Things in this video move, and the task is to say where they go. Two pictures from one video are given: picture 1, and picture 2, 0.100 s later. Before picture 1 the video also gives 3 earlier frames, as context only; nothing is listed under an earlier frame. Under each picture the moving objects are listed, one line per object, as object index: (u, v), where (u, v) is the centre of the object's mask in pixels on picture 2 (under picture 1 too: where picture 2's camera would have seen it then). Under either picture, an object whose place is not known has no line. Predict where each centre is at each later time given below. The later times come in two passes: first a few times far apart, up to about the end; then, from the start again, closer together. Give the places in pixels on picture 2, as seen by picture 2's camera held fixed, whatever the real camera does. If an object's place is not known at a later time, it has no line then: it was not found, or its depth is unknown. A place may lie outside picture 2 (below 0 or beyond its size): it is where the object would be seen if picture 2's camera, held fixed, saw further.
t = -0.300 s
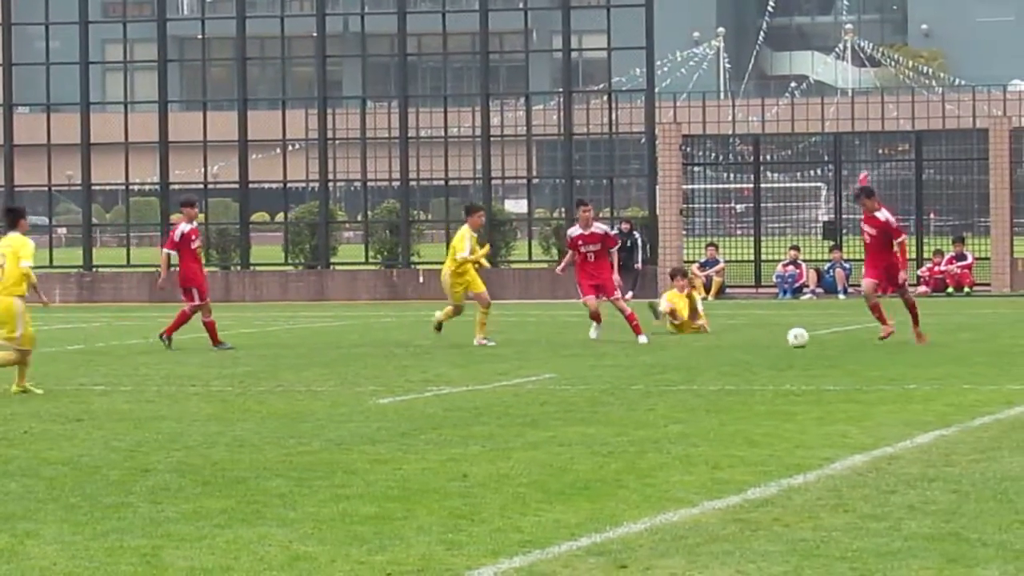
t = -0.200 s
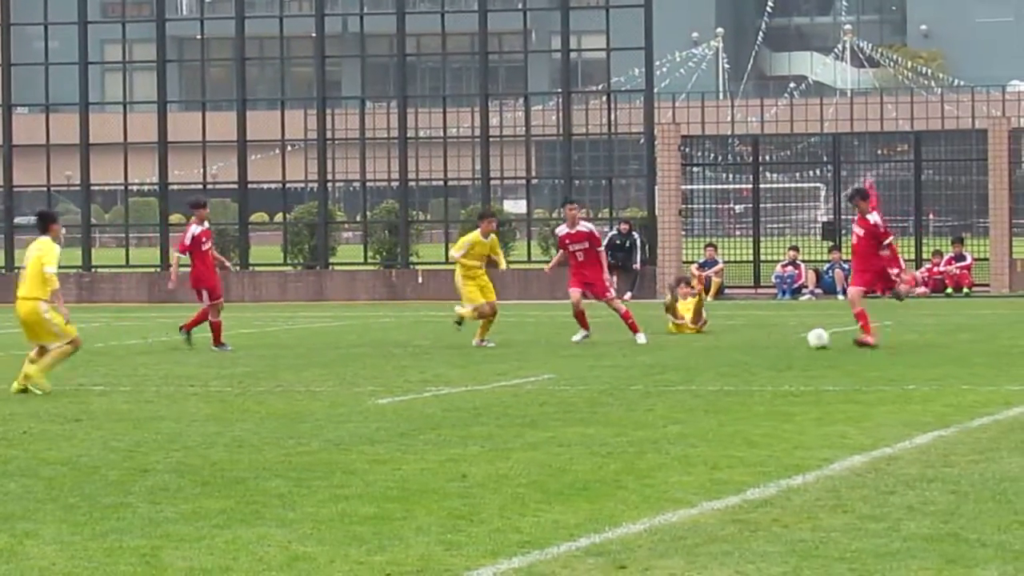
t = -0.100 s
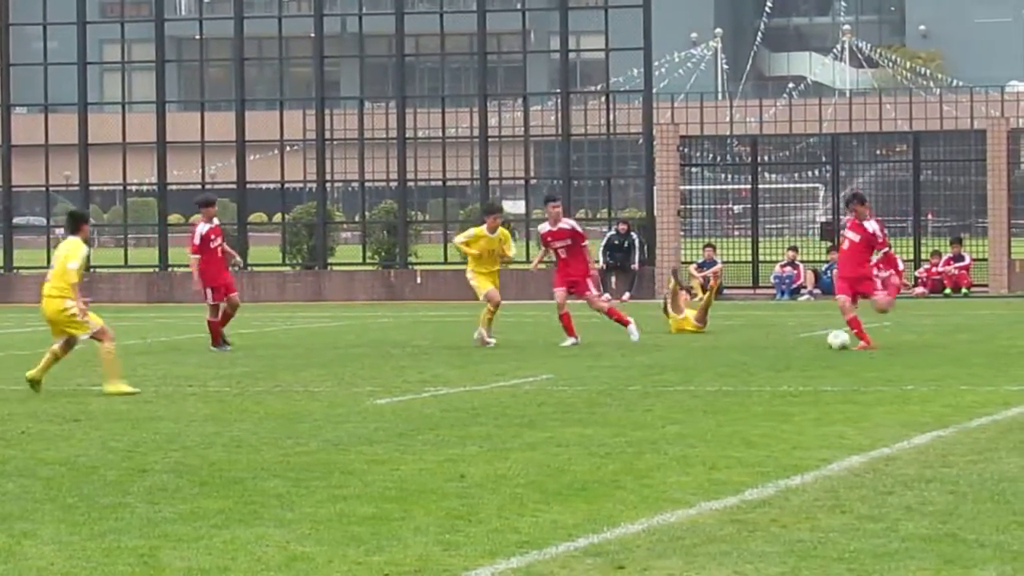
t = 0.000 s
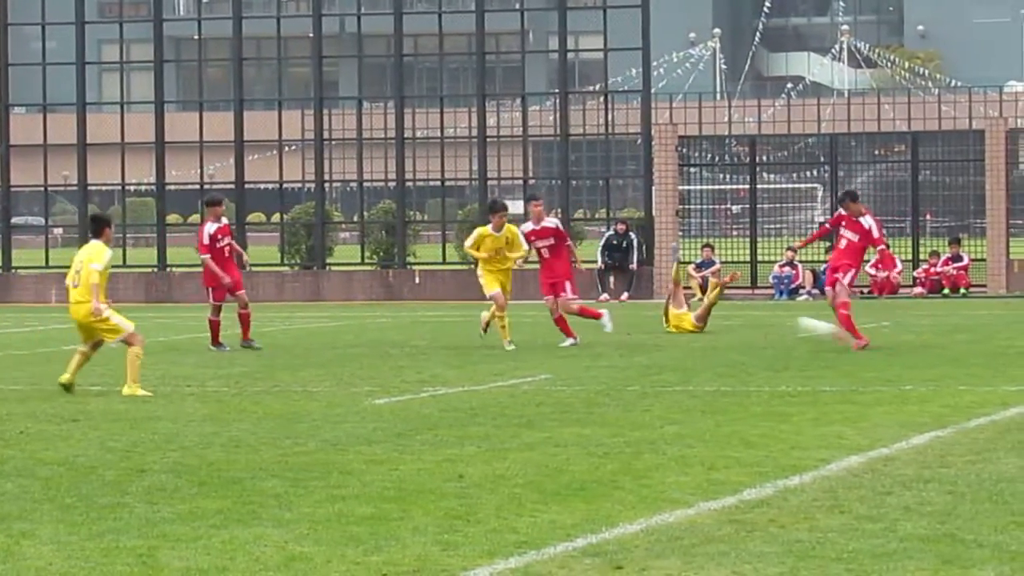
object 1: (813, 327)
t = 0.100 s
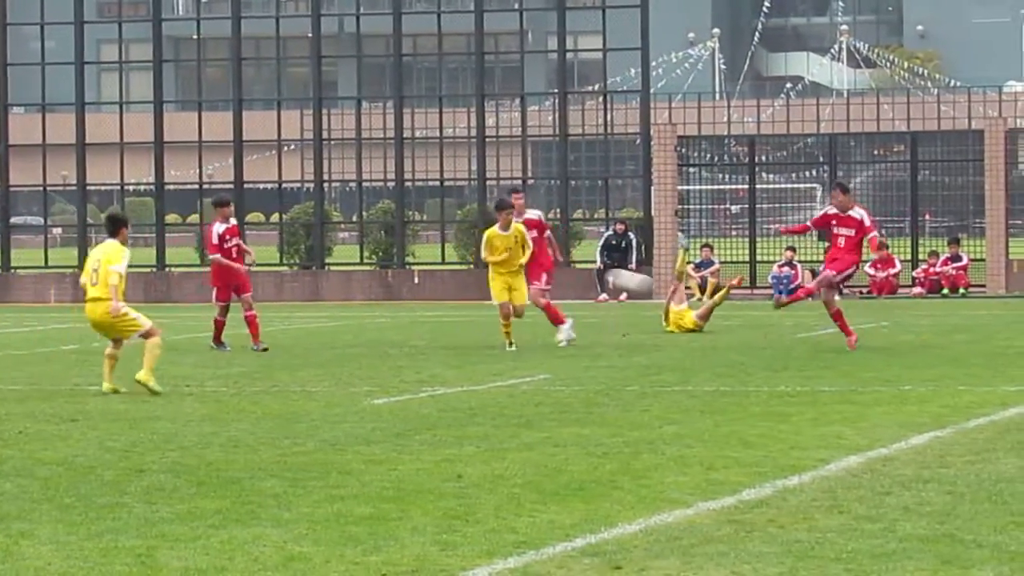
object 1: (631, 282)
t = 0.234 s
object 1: (375, 221)
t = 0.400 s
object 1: (46, 151)
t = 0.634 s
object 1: (-488, 59)
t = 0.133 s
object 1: (566, 264)
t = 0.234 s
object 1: (375, 221)
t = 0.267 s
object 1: (309, 208)
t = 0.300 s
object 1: (244, 194)
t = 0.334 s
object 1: (180, 178)
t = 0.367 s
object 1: (113, 166)
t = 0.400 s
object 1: (46, 151)
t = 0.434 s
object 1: (-22, 138)
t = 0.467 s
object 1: (-95, 124)
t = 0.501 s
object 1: (-170, 109)
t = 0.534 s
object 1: (-245, 96)
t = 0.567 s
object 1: (-322, 82)
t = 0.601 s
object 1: (-405, 69)
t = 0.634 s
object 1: (-488, 59)
